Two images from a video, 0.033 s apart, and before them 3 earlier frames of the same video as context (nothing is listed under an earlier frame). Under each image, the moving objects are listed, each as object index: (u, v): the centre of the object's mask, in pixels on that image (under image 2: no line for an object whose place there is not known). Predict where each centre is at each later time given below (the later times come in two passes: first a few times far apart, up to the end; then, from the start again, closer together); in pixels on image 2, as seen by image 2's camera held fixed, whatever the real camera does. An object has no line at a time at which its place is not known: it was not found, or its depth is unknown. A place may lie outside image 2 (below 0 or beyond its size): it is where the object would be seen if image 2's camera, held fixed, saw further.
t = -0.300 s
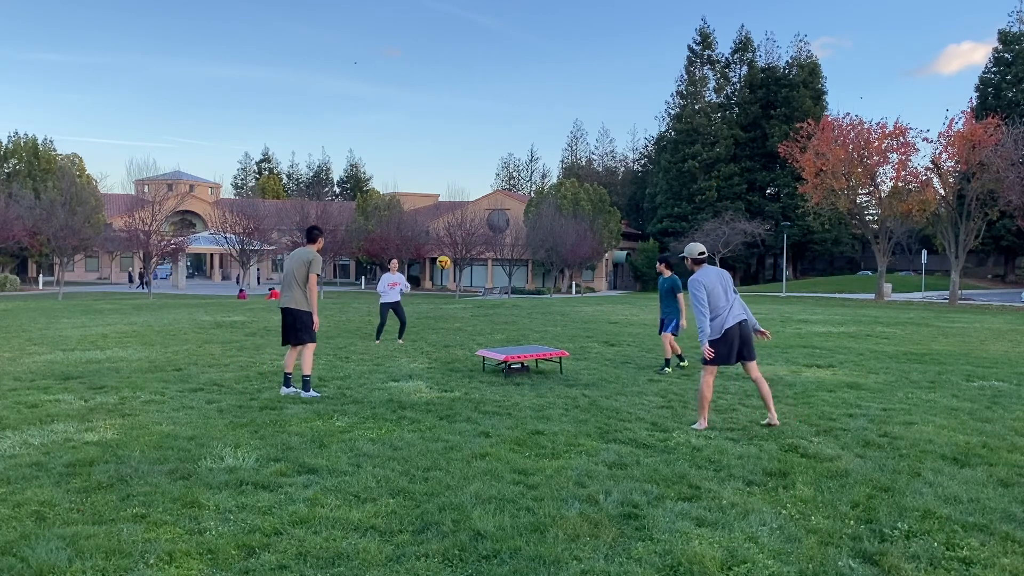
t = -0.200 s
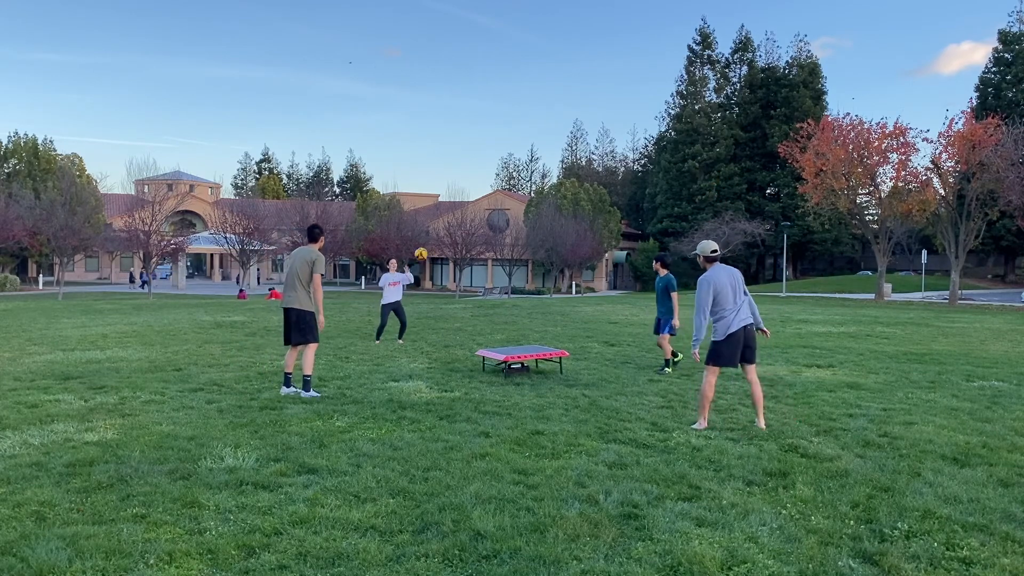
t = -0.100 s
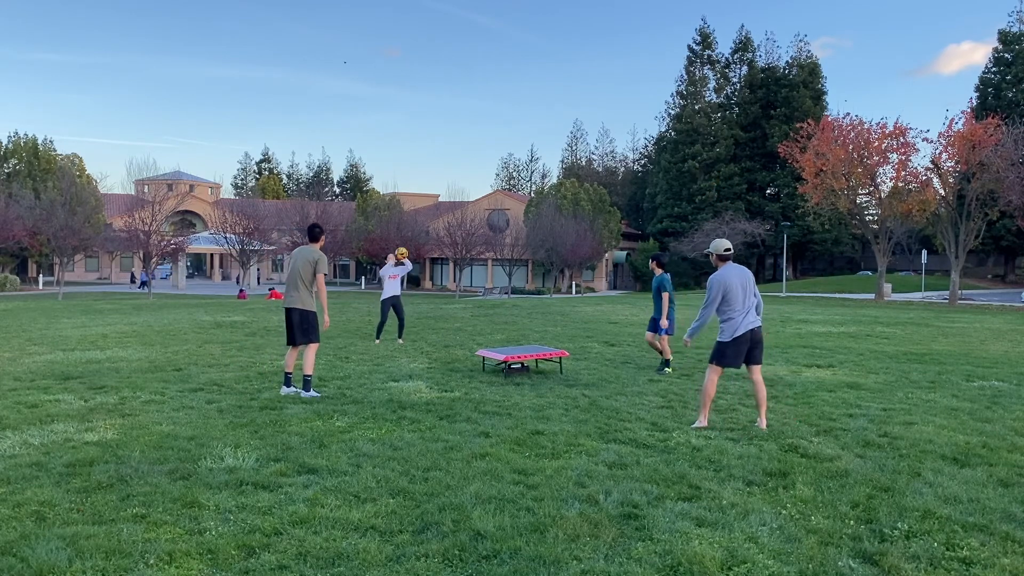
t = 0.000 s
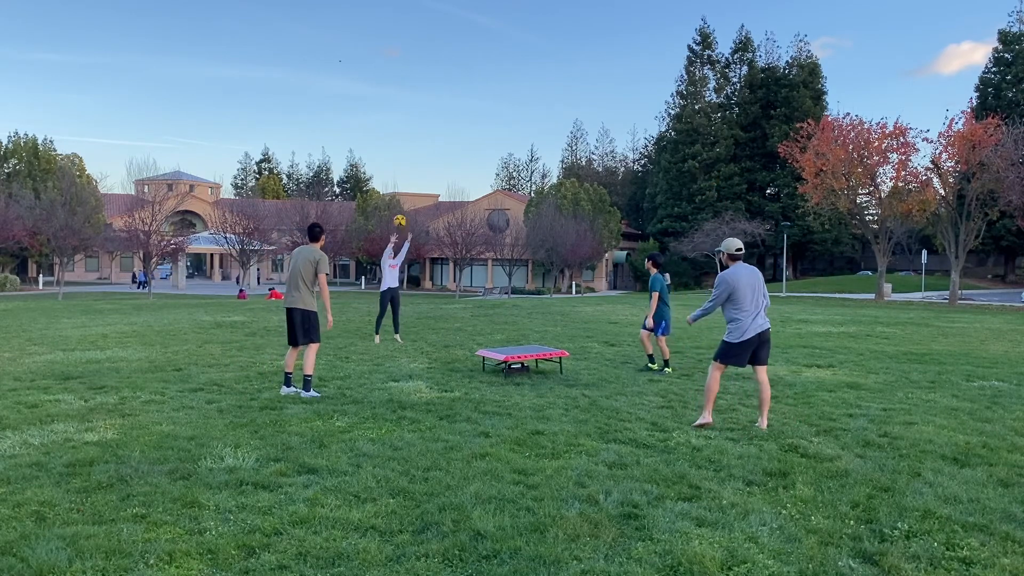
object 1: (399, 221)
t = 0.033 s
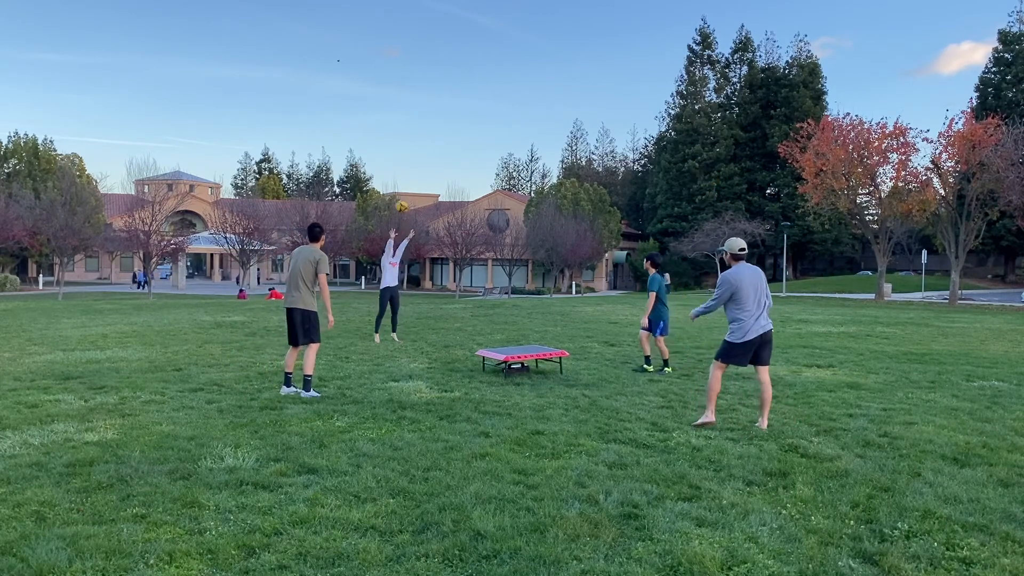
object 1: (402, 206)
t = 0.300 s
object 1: (413, 112)
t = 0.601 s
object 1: (424, 53)
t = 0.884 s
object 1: (434, 45)
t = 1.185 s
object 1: (445, 92)
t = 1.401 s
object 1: (453, 162)
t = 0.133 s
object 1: (406, 167)
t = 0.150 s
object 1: (406, 161)
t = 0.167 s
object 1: (407, 155)
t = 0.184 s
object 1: (408, 149)
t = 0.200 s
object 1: (408, 143)
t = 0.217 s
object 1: (409, 138)
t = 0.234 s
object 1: (410, 132)
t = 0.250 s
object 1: (410, 127)
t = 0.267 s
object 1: (411, 122)
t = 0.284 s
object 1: (412, 117)
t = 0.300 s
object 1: (413, 112)
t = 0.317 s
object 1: (413, 108)
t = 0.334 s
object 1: (414, 103)
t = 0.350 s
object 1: (415, 99)
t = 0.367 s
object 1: (415, 94)
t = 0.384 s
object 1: (416, 91)
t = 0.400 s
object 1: (417, 87)
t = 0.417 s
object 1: (417, 83)
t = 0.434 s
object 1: (418, 79)
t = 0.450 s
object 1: (419, 76)
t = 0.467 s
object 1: (419, 73)
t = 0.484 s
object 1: (420, 70)
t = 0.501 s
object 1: (420, 66)
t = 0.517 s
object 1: (421, 64)
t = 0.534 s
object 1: (422, 61)
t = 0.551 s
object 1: (422, 59)
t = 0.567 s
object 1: (423, 57)
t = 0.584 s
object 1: (423, 55)
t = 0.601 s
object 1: (424, 53)
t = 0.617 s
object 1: (425, 51)
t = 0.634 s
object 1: (425, 49)
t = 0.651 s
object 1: (426, 48)
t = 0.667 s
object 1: (427, 46)
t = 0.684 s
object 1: (427, 45)
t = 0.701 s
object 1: (428, 44)
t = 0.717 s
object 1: (428, 44)
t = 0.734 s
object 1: (429, 43)
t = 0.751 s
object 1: (430, 42)
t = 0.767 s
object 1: (430, 42)
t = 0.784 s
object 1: (431, 42)
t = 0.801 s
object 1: (431, 42)
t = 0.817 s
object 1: (432, 42)
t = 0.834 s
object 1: (433, 42)
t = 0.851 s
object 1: (433, 43)
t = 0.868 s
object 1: (433, 44)
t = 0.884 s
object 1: (434, 45)
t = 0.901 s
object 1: (435, 46)
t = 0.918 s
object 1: (435, 47)
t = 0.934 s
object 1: (436, 49)
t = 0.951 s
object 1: (437, 50)
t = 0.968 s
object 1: (437, 52)
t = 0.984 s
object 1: (438, 54)
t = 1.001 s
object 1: (438, 56)
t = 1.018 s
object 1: (439, 58)
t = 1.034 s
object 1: (440, 61)
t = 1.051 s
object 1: (440, 64)
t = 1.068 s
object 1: (441, 67)
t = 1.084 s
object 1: (442, 69)
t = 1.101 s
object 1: (442, 73)
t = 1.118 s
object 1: (442, 76)
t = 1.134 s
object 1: (443, 80)
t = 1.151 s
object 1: (444, 84)
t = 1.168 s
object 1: (445, 88)
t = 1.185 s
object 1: (445, 92)
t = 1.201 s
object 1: (446, 96)
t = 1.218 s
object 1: (446, 101)
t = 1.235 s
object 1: (447, 105)
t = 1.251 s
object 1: (448, 110)
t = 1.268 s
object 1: (448, 115)
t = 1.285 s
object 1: (449, 120)
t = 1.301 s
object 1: (449, 126)
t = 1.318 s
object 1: (450, 131)
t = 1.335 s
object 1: (451, 137)
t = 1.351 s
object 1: (451, 143)
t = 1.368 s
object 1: (452, 149)
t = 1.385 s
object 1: (452, 155)
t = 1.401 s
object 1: (453, 162)
